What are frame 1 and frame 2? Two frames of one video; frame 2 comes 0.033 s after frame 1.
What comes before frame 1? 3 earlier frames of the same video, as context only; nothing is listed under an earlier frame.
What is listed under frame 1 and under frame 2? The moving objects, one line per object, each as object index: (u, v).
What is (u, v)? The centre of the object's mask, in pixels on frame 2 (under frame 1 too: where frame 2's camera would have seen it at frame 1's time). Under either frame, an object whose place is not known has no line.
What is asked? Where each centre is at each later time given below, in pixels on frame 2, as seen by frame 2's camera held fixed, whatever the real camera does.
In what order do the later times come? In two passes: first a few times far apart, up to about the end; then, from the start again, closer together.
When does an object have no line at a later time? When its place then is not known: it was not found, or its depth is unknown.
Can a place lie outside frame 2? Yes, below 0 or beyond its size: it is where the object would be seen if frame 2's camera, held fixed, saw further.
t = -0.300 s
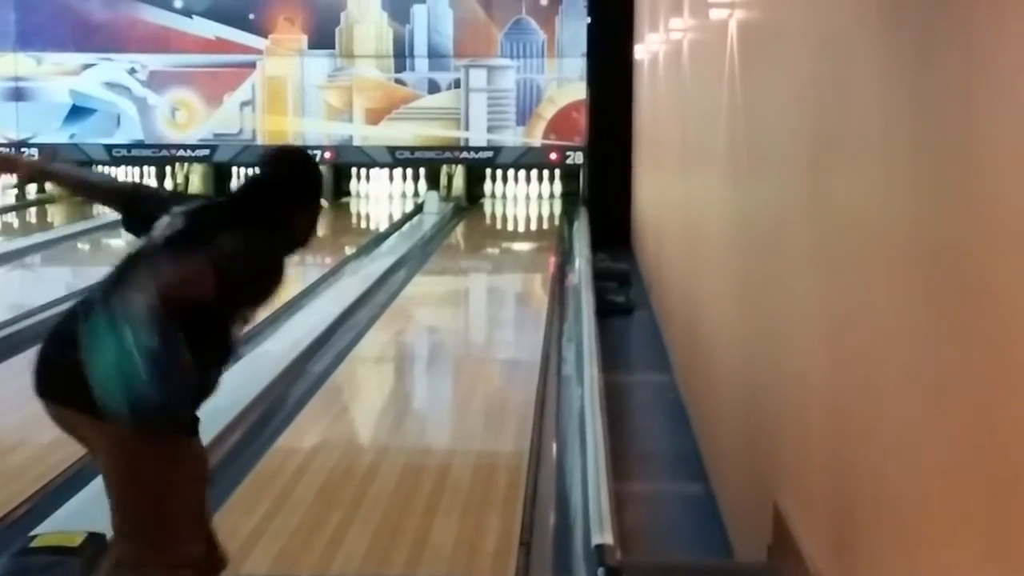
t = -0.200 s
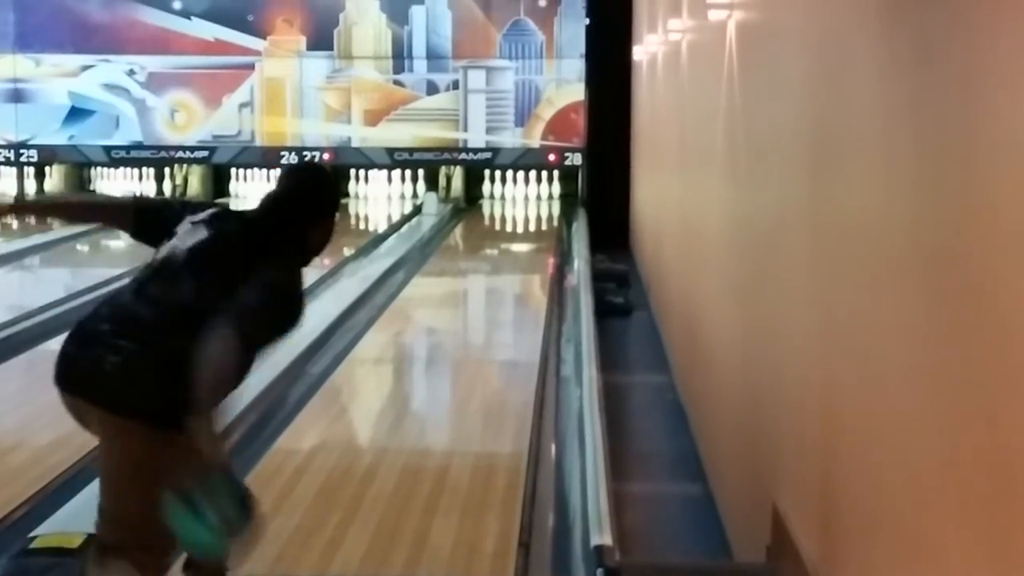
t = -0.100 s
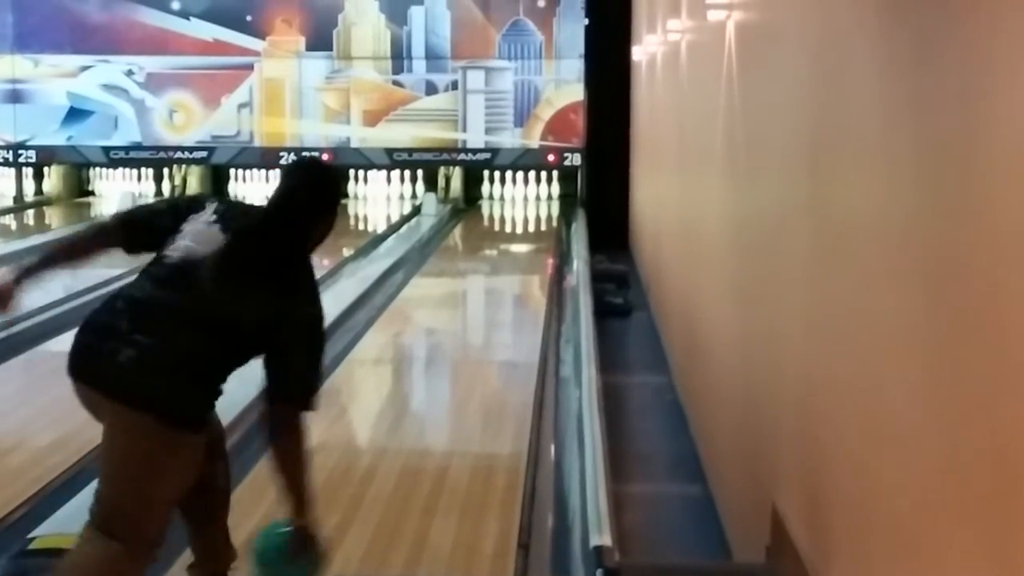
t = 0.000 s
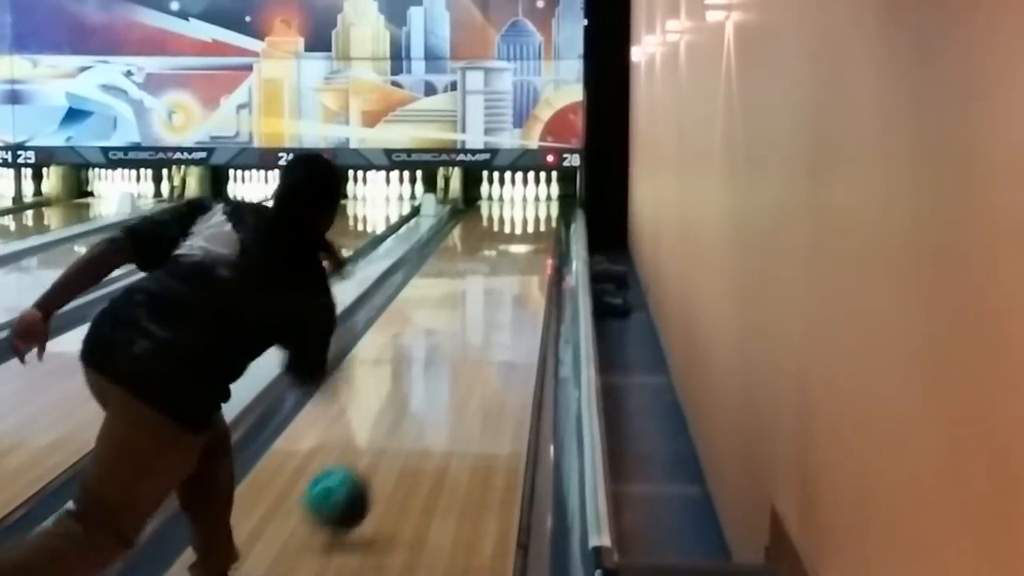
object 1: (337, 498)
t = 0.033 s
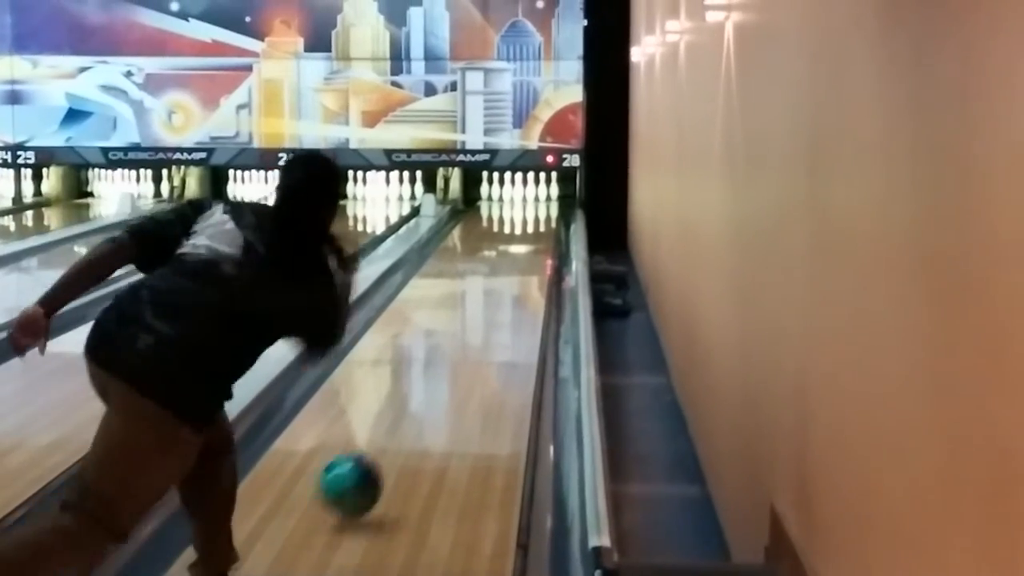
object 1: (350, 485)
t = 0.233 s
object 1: (411, 413)
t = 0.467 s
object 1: (454, 350)
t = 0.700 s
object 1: (483, 309)
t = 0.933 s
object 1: (503, 279)
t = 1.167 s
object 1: (516, 256)
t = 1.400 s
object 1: (526, 239)
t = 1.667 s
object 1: (532, 223)
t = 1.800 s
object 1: (532, 216)
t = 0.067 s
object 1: (362, 475)
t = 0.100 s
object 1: (374, 463)
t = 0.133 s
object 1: (384, 450)
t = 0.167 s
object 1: (393, 436)
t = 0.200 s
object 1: (402, 424)
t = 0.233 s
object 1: (411, 413)
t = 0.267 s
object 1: (419, 402)
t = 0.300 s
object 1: (425, 392)
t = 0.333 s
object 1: (432, 383)
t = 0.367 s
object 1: (438, 374)
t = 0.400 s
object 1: (443, 366)
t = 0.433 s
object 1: (449, 358)
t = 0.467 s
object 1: (454, 350)
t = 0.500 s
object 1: (459, 344)
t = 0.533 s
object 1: (464, 337)
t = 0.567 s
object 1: (468, 331)
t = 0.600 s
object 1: (472, 325)
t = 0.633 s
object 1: (476, 319)
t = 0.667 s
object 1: (480, 313)
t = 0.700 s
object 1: (483, 309)
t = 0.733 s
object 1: (487, 304)
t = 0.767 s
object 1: (490, 299)
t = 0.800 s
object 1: (492, 295)
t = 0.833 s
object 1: (495, 290)
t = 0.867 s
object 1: (497, 287)
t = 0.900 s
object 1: (500, 282)
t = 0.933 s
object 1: (503, 279)
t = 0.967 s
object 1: (504, 274)
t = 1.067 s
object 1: (510, 264)
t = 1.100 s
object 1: (512, 262)
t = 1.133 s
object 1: (515, 258)
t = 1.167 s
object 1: (516, 256)
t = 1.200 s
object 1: (518, 253)
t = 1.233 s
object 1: (519, 250)
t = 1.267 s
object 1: (521, 247)
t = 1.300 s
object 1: (522, 246)
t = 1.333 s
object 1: (523, 243)
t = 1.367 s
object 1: (525, 241)
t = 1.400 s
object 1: (526, 239)
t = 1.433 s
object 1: (526, 236)
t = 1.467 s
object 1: (527, 235)
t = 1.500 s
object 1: (529, 232)
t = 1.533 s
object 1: (531, 230)
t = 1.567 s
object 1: (531, 229)
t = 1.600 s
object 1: (530, 227)
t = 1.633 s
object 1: (530, 225)
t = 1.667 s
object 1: (532, 223)
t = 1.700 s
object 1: (533, 221)
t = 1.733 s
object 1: (531, 220)
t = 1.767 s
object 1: (531, 218)
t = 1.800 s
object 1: (532, 216)
